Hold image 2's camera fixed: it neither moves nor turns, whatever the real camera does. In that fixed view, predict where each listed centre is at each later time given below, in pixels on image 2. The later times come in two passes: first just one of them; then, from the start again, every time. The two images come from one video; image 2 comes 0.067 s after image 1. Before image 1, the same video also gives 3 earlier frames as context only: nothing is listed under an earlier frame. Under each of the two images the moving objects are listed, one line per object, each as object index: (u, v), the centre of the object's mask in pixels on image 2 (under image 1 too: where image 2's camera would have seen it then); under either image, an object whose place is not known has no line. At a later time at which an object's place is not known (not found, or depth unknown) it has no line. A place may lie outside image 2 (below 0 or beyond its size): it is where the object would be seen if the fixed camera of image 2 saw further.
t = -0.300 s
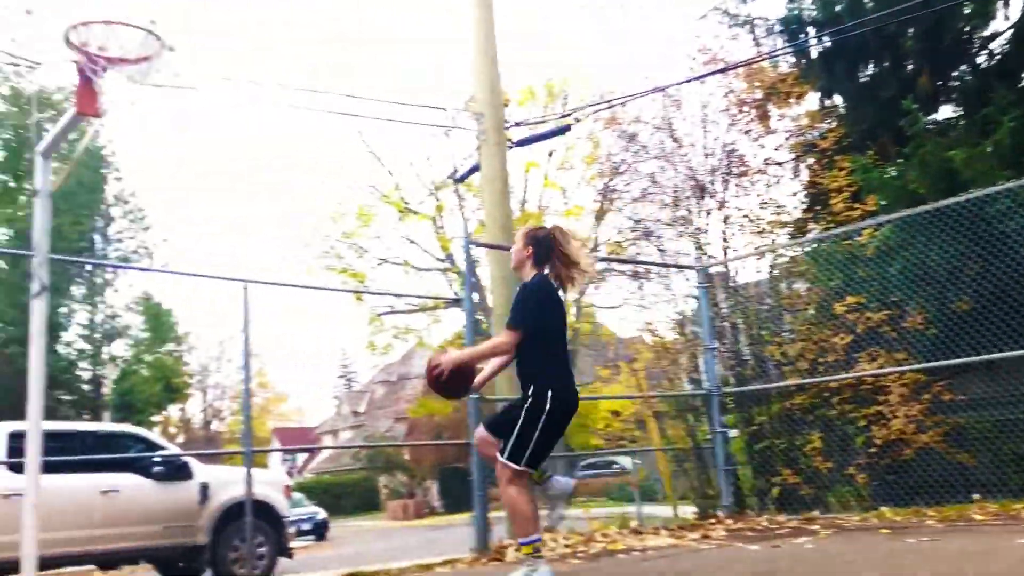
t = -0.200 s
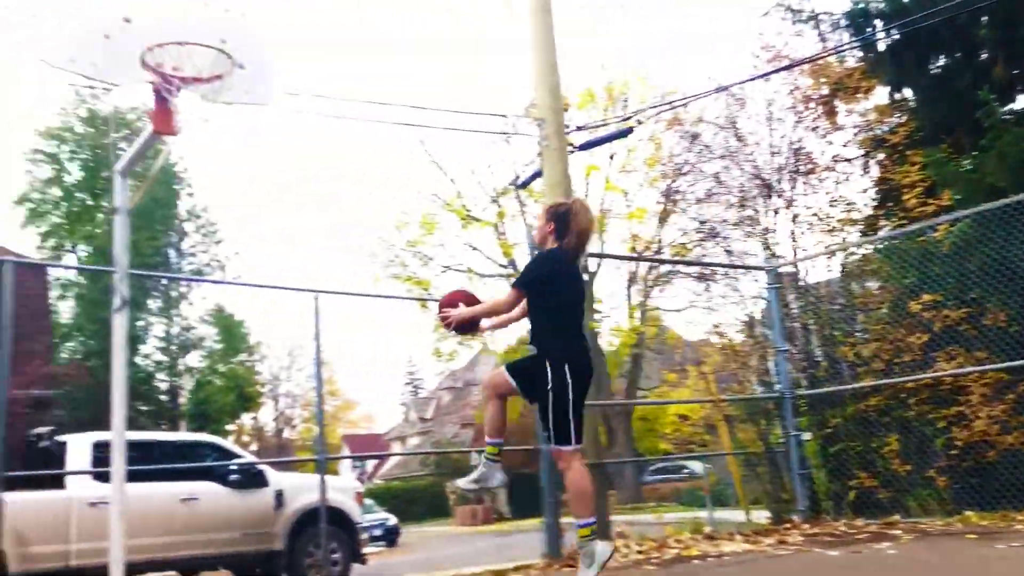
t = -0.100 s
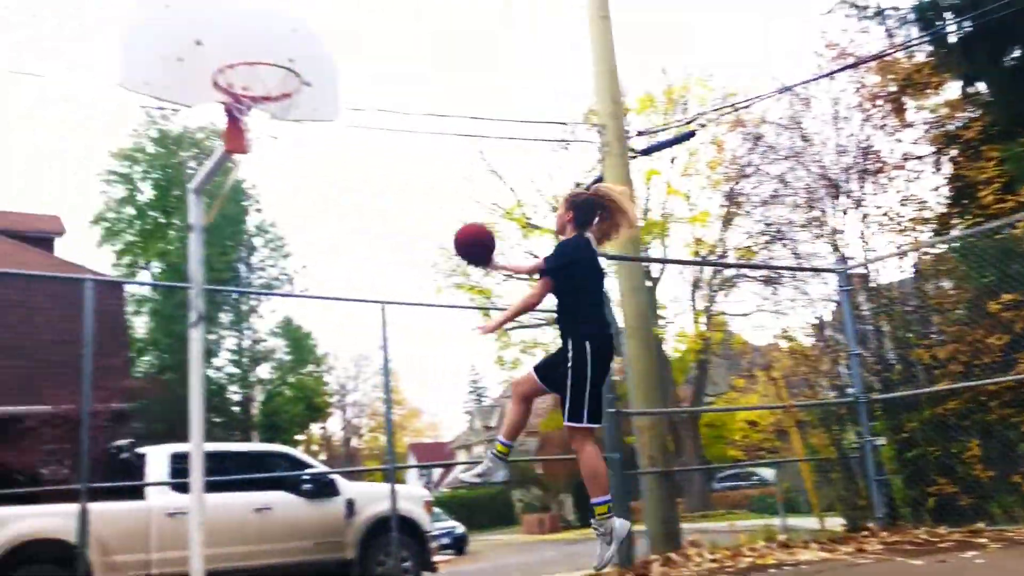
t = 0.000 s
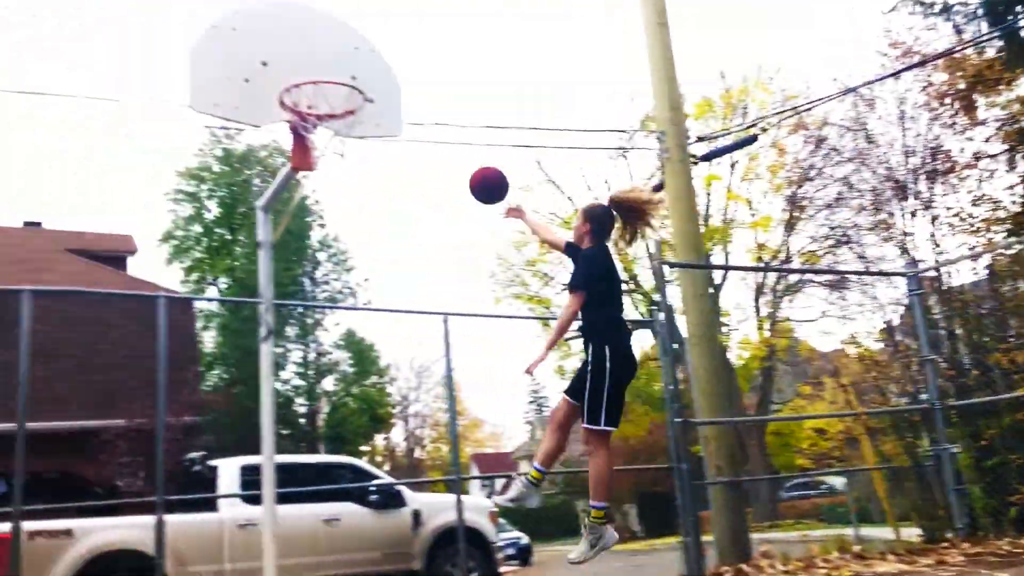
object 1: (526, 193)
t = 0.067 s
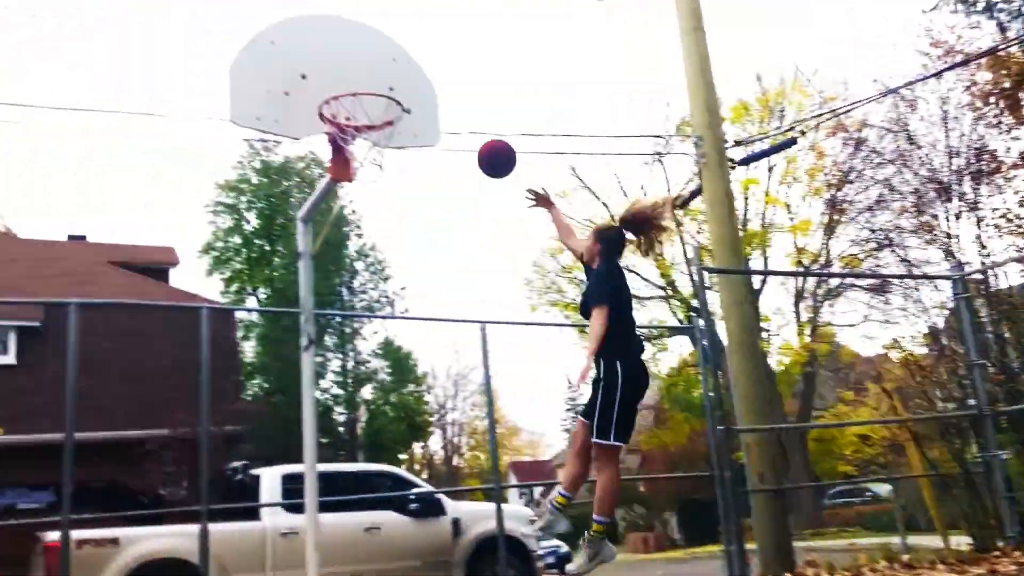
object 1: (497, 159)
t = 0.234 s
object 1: (432, 110)
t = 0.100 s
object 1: (483, 145)
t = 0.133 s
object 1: (470, 133)
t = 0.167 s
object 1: (456, 124)
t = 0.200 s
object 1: (444, 116)
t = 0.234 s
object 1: (432, 110)
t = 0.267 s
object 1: (421, 105)
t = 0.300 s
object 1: (412, 101)
